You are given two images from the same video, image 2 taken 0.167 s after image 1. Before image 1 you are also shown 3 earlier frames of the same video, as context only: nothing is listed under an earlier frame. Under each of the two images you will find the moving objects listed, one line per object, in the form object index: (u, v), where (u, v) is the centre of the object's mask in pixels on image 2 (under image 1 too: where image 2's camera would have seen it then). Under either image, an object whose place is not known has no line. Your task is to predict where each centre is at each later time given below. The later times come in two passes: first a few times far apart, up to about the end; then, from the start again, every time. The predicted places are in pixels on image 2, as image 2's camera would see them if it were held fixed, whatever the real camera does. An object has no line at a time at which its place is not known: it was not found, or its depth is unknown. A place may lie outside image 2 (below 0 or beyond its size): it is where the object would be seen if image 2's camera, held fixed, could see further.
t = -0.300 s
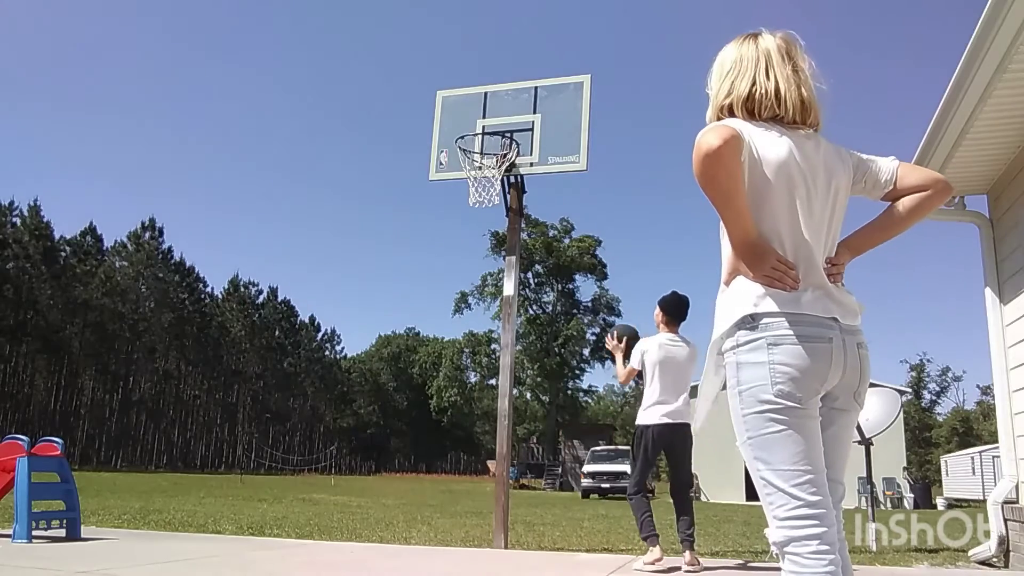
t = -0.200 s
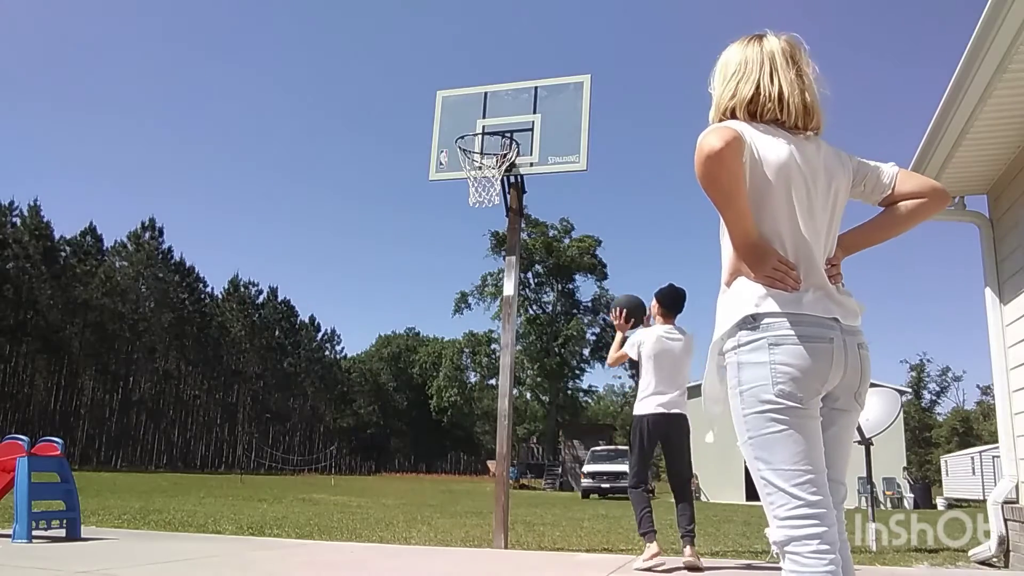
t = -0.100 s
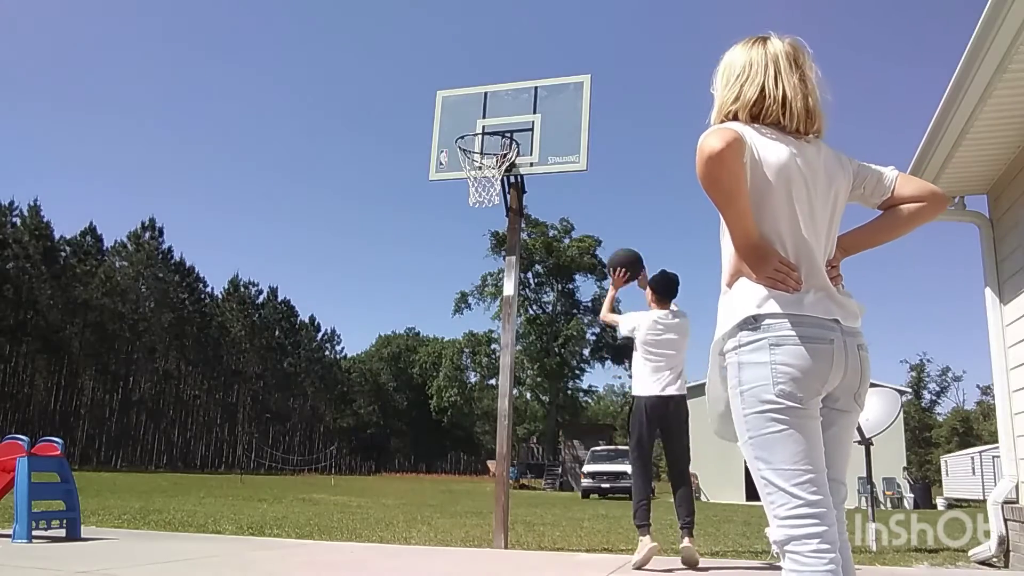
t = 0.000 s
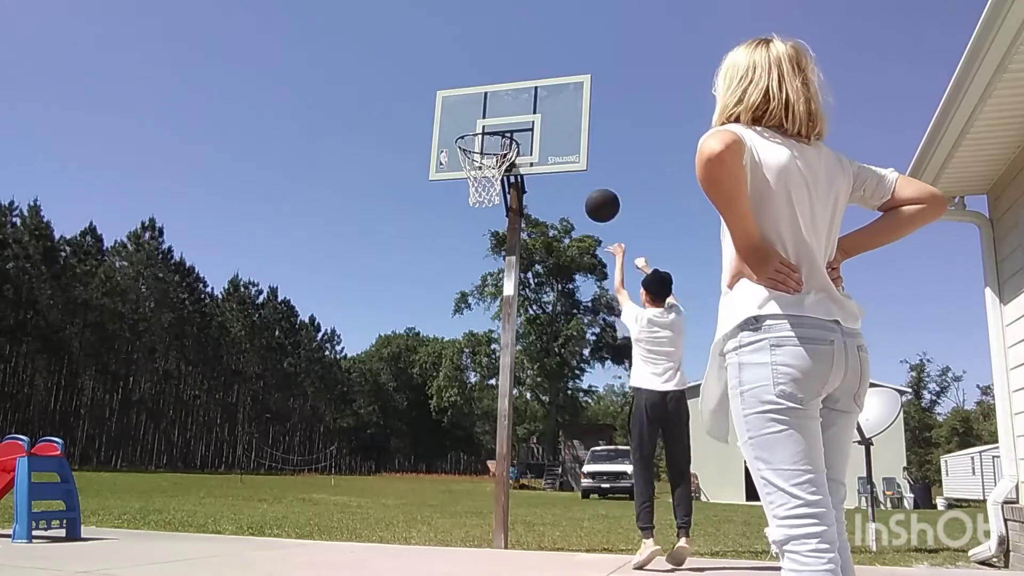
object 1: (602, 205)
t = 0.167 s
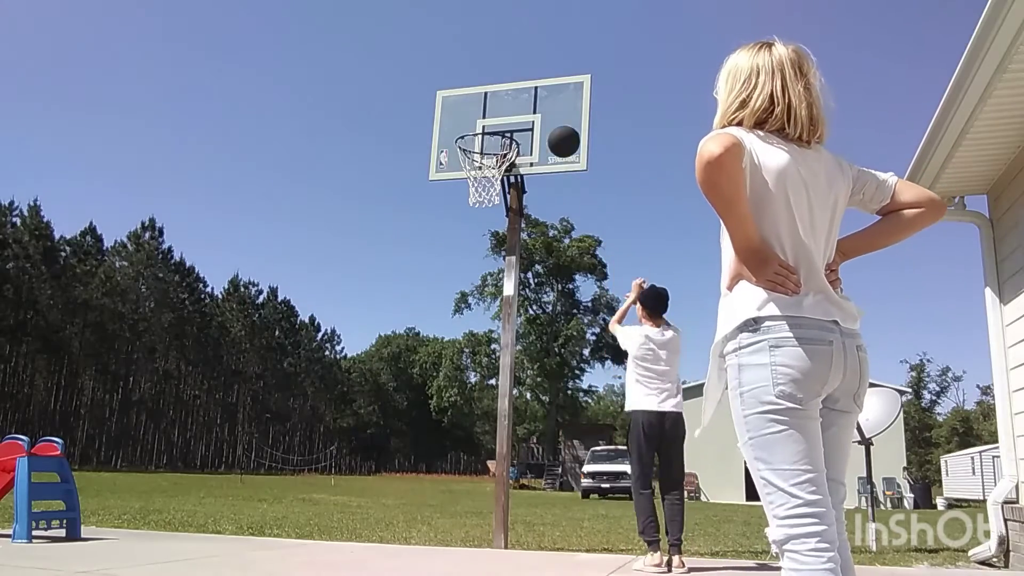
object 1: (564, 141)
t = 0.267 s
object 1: (543, 122)
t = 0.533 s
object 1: (496, 120)
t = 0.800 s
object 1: (475, 179)
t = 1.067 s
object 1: (497, 281)
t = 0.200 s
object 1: (557, 134)
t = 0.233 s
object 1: (550, 127)
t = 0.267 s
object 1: (543, 122)
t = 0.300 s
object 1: (536, 119)
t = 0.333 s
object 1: (530, 117)
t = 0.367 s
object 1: (524, 115)
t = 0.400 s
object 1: (518, 113)
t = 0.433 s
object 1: (513, 113)
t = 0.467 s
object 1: (507, 114)
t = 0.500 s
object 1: (502, 117)
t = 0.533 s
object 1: (496, 120)
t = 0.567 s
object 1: (490, 125)
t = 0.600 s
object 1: (484, 132)
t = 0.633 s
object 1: (478, 140)
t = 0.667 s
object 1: (472, 149)
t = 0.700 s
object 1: (471, 157)
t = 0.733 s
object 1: (471, 165)
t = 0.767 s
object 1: (472, 173)
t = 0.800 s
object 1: (475, 179)
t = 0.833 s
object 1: (478, 188)
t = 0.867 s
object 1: (481, 196)
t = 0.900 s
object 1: (484, 206)
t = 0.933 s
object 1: (486, 218)
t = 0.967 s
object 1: (490, 232)
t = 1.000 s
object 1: (492, 246)
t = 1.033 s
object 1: (495, 263)
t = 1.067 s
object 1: (497, 281)
